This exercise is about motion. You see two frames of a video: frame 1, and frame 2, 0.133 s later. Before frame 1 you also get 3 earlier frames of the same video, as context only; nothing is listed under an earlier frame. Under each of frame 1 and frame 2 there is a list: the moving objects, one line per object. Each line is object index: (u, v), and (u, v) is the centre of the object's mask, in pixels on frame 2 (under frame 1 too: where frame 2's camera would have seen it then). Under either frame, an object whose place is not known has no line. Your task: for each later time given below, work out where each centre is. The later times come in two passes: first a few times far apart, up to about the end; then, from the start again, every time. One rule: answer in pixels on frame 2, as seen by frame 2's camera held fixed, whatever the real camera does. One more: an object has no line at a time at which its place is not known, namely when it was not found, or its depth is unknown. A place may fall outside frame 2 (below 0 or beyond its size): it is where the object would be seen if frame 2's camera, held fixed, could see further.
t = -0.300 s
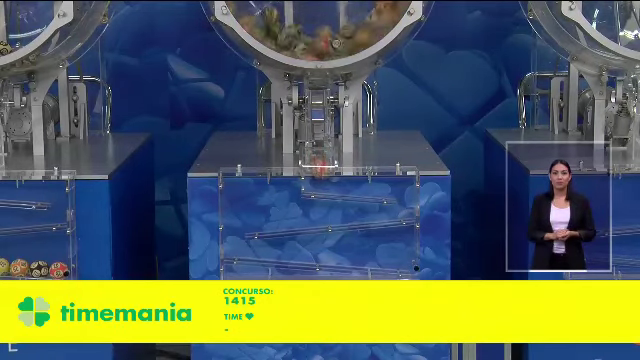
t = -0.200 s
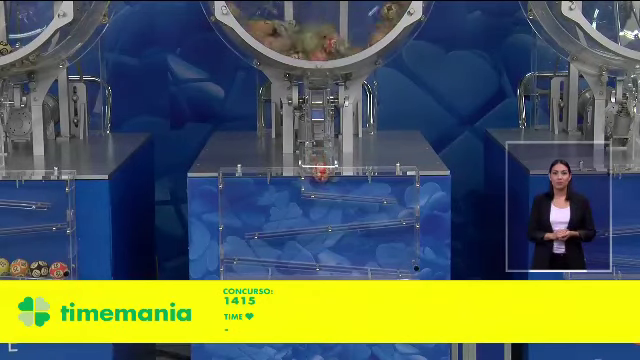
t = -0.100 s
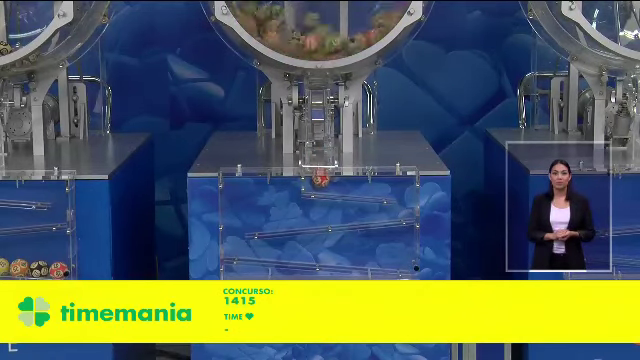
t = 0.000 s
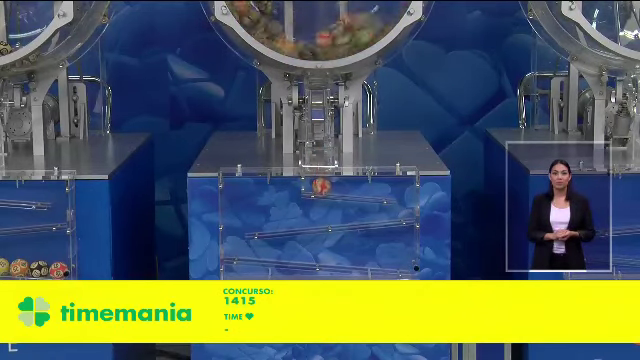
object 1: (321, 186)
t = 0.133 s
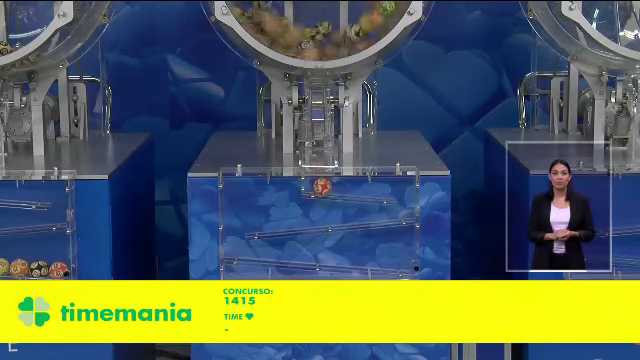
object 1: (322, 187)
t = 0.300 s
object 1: (326, 187)
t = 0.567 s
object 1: (343, 189)
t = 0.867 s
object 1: (376, 192)
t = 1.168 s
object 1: (404, 211)
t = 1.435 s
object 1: (401, 213)
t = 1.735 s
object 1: (385, 215)
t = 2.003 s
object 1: (360, 217)
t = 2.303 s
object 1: (320, 221)
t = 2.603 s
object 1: (267, 226)
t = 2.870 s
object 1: (237, 247)
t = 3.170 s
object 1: (240, 252)
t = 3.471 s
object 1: (259, 254)
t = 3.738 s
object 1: (289, 257)
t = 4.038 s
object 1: (335, 260)
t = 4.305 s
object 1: (389, 264)
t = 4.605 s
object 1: (380, 264)
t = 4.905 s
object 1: (368, 263)
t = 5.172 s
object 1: (374, 264)
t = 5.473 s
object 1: (397, 265)
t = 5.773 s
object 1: (394, 265)
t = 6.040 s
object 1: (395, 265)
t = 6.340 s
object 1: (400, 265)
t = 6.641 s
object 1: (402, 265)
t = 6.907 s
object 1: (403, 266)
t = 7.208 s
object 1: (403, 266)
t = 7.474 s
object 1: (403, 266)
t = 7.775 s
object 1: (404, 266)
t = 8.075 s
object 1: (404, 266)
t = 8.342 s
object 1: (404, 266)
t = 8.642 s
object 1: (404, 266)
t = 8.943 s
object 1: (404, 265)
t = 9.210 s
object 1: (404, 266)
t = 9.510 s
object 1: (404, 266)
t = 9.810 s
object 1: (404, 266)
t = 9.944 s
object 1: (404, 266)
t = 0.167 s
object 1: (322, 187)
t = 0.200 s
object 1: (323, 187)
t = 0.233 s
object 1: (324, 187)
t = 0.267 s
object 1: (325, 187)
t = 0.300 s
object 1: (326, 187)
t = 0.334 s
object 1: (328, 188)
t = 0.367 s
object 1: (329, 188)
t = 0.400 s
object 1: (332, 188)
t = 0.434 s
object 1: (334, 188)
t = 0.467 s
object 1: (336, 188)
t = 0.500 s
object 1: (338, 188)
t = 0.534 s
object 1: (340, 188)
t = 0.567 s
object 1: (343, 189)
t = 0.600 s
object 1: (346, 189)
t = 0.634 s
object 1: (349, 189)
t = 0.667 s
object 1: (353, 190)
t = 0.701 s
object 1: (357, 190)
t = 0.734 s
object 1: (359, 191)
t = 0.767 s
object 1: (363, 191)
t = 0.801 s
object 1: (368, 190)
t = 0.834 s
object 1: (372, 191)
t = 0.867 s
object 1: (376, 192)
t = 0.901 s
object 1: (380, 192)
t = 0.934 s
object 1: (386, 192)
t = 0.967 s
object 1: (390, 193)
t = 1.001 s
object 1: (396, 194)
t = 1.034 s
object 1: (401, 196)
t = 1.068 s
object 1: (404, 201)
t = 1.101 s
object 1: (402, 205)
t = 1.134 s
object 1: (404, 211)
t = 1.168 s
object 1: (404, 211)
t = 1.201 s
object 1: (404, 211)
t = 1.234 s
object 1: (404, 212)
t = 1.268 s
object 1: (404, 211)
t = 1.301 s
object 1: (404, 212)
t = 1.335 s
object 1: (403, 212)
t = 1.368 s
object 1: (403, 212)
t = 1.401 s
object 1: (402, 213)
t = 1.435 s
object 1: (401, 213)
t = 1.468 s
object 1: (400, 214)
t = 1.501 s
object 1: (399, 213)
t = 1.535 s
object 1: (398, 214)
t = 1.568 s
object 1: (396, 214)
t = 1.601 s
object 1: (395, 214)
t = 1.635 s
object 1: (393, 215)
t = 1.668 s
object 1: (389, 215)
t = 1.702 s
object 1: (387, 215)
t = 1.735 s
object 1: (385, 215)
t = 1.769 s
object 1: (383, 215)
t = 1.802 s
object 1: (379, 216)
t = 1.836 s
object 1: (377, 216)
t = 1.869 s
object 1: (374, 216)
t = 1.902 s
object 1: (370, 216)
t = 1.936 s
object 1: (367, 216)
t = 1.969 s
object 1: (363, 217)
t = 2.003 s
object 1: (360, 217)
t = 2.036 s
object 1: (356, 217)
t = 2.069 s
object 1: (352, 218)
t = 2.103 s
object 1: (347, 219)
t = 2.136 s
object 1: (344, 219)
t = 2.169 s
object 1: (339, 219)
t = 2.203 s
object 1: (335, 220)
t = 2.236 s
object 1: (330, 220)
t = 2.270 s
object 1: (325, 221)
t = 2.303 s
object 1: (320, 221)
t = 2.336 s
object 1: (314, 222)
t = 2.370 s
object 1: (310, 222)
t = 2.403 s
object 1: (304, 223)
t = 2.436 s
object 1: (298, 223)
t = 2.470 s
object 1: (292, 224)
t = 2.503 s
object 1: (287, 224)
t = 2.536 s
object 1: (281, 226)
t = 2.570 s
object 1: (274, 226)
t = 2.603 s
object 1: (267, 226)
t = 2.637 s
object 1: (262, 227)
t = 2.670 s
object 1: (255, 228)
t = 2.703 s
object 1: (248, 229)
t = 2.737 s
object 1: (241, 230)
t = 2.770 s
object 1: (235, 234)
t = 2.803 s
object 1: (236, 238)
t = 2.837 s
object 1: (238, 242)
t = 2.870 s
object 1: (237, 247)
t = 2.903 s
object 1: (235, 251)
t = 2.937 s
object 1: (234, 250)
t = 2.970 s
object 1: (234, 250)
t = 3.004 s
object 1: (234, 251)
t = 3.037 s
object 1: (235, 251)
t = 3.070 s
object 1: (236, 252)
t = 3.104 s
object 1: (237, 251)
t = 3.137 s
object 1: (238, 252)
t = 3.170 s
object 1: (240, 252)
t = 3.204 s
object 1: (241, 252)
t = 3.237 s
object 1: (243, 253)
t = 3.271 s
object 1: (245, 253)
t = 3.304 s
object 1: (246, 253)
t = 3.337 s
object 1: (249, 253)
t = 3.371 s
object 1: (251, 253)
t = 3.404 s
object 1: (254, 253)
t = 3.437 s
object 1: (256, 253)
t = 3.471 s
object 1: (259, 254)
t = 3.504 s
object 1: (262, 254)
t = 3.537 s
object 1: (266, 255)
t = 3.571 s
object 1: (269, 255)
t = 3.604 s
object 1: (273, 255)
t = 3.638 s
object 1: (276, 256)
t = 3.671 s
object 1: (280, 256)
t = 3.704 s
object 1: (284, 256)
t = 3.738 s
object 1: (289, 257)
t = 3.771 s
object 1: (292, 257)
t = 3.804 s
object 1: (298, 258)
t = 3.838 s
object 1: (303, 258)
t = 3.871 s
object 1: (307, 259)
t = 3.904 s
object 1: (313, 260)
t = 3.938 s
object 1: (320, 259)
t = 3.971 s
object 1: (325, 260)
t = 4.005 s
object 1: (327, 261)
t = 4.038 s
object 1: (335, 260)
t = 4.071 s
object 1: (342, 262)
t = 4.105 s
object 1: (348, 262)
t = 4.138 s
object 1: (355, 262)
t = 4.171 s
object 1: (361, 263)
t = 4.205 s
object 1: (368, 263)
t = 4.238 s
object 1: (375, 264)
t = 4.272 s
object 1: (382, 264)
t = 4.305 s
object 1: (389, 264)
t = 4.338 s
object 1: (397, 265)
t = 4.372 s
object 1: (402, 264)
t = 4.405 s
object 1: (398, 264)
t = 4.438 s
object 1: (394, 264)
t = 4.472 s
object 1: (392, 264)
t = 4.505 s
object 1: (388, 264)
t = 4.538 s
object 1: (385, 264)
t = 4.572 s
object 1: (383, 264)
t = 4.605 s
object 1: (380, 264)
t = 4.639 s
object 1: (378, 264)
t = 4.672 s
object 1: (376, 264)
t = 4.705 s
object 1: (374, 263)
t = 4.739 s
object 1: (373, 263)
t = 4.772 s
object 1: (371, 263)
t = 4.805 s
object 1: (370, 263)
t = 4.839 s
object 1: (369, 263)
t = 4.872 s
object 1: (369, 263)
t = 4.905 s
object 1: (368, 263)
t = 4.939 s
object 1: (368, 263)
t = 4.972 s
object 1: (369, 263)
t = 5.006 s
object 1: (369, 263)
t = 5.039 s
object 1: (370, 263)
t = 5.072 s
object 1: (371, 263)
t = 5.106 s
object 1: (372, 263)
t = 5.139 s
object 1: (373, 263)
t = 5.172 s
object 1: (374, 264)
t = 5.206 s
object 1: (376, 264)
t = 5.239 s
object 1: (378, 264)
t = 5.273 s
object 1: (381, 264)
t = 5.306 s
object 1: (383, 264)
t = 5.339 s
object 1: (386, 264)
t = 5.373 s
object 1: (388, 264)
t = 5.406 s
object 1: (391, 265)
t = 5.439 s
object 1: (394, 265)
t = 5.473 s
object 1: (397, 265)
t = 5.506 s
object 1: (400, 265)
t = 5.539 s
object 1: (402, 265)
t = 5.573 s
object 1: (401, 265)
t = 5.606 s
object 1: (399, 265)
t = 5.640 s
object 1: (397, 265)
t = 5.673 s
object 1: (396, 265)
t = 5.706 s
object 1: (395, 265)
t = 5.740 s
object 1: (395, 265)
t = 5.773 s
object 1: (394, 265)
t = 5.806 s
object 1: (394, 265)
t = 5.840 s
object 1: (394, 265)
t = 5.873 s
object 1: (394, 265)
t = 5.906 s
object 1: (394, 265)
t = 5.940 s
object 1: (394, 265)
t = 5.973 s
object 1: (394, 265)
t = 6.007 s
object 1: (394, 265)
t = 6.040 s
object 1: (395, 265)
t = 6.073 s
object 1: (396, 265)
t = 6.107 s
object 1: (397, 265)
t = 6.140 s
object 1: (398, 265)
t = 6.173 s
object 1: (400, 265)
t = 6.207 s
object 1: (402, 265)
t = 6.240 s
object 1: (403, 265)
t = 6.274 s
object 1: (402, 265)
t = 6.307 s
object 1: (401, 265)
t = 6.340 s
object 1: (400, 265)
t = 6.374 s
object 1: (400, 265)
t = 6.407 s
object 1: (400, 265)
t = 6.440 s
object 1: (400, 265)
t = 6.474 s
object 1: (400, 265)
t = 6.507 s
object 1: (400, 265)
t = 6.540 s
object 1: (400, 265)
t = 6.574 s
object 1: (400, 265)
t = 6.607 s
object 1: (401, 265)
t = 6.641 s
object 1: (402, 265)
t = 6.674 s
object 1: (402, 265)
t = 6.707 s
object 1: (404, 266)
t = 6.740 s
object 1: (403, 266)
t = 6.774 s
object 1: (403, 266)
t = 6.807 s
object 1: (402, 266)
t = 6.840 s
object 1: (402, 266)
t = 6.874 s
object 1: (403, 266)
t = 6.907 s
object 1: (403, 266)
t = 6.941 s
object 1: (403, 266)
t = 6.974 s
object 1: (404, 266)
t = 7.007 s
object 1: (403, 266)
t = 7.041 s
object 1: (403, 266)
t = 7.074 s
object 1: (403, 266)
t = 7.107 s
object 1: (403, 266)
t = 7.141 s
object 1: (404, 266)
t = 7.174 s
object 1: (403, 266)
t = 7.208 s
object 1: (403, 266)
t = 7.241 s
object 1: (403, 266)
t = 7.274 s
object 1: (403, 266)
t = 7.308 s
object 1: (403, 266)
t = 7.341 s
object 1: (403, 266)
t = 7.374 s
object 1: (403, 266)
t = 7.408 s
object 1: (403, 266)
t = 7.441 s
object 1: (403, 266)
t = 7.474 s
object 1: (403, 266)
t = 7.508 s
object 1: (404, 266)
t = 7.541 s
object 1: (404, 266)
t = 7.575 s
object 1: (404, 266)
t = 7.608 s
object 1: (403, 266)
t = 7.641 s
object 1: (403, 266)
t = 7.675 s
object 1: (403, 266)
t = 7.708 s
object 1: (404, 266)
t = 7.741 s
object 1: (403, 266)
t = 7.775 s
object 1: (404, 266)
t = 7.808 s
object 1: (404, 266)
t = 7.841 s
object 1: (404, 266)
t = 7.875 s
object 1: (404, 266)
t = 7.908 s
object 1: (404, 266)
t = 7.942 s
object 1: (404, 266)
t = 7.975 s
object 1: (404, 266)
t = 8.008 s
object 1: (404, 266)
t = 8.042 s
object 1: (404, 266)
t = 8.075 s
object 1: (404, 266)
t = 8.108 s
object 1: (404, 266)
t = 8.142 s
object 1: (404, 266)
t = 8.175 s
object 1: (404, 266)
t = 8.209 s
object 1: (404, 266)
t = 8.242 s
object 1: (404, 266)
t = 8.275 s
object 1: (404, 266)
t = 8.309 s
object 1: (404, 266)
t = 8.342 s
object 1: (404, 266)
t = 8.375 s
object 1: (404, 266)
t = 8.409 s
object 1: (404, 266)
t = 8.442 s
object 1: (404, 266)
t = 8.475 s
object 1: (404, 266)
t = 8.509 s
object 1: (404, 266)
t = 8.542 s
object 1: (404, 266)
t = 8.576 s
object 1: (404, 266)
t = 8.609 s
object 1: (404, 266)
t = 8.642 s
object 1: (404, 266)
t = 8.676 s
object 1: (404, 265)
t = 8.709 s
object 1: (404, 265)
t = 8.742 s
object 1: (404, 266)
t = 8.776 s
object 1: (404, 265)
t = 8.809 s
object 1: (404, 266)
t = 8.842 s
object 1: (404, 265)
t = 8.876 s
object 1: (404, 265)
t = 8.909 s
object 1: (404, 265)
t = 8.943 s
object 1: (404, 265)
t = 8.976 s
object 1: (404, 265)
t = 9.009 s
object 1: (404, 266)
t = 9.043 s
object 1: (404, 266)
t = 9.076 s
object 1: (404, 265)
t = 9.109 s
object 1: (404, 265)
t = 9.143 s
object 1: (404, 266)
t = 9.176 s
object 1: (404, 266)
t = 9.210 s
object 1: (404, 266)
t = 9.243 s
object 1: (404, 266)
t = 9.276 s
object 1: (404, 266)
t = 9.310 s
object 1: (404, 266)
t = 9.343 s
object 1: (404, 266)
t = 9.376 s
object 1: (404, 266)
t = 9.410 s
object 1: (404, 266)
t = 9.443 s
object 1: (404, 266)
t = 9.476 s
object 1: (404, 266)
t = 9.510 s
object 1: (404, 266)
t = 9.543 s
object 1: (404, 266)
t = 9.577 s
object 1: (404, 266)
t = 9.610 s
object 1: (404, 266)
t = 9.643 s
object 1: (404, 266)
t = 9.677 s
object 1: (404, 266)
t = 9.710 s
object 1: (404, 266)
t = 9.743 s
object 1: (404, 266)
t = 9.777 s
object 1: (404, 266)
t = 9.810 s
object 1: (404, 266)
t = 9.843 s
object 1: (404, 266)
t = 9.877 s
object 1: (404, 266)
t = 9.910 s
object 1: (404, 266)
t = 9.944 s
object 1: (404, 266)
